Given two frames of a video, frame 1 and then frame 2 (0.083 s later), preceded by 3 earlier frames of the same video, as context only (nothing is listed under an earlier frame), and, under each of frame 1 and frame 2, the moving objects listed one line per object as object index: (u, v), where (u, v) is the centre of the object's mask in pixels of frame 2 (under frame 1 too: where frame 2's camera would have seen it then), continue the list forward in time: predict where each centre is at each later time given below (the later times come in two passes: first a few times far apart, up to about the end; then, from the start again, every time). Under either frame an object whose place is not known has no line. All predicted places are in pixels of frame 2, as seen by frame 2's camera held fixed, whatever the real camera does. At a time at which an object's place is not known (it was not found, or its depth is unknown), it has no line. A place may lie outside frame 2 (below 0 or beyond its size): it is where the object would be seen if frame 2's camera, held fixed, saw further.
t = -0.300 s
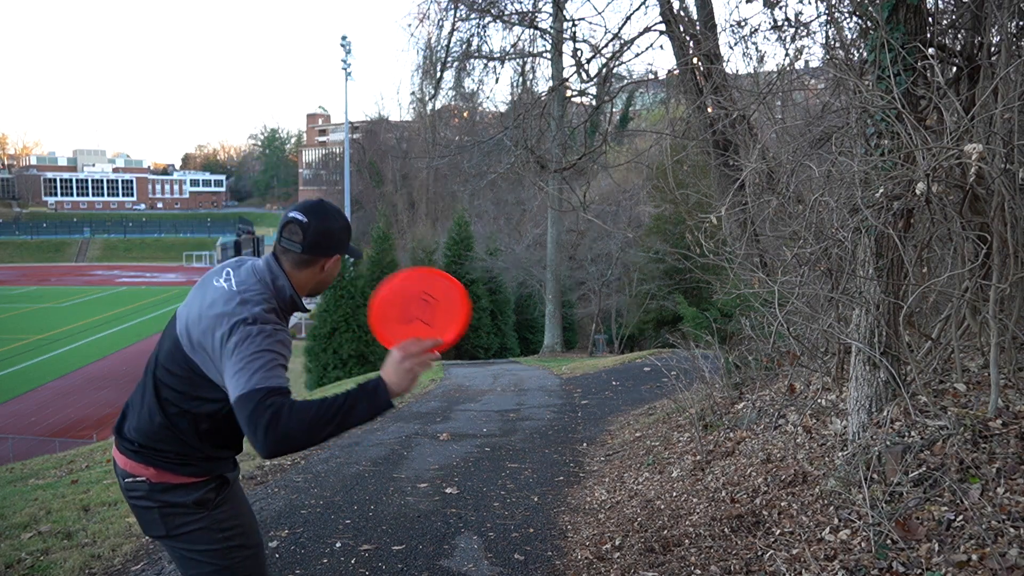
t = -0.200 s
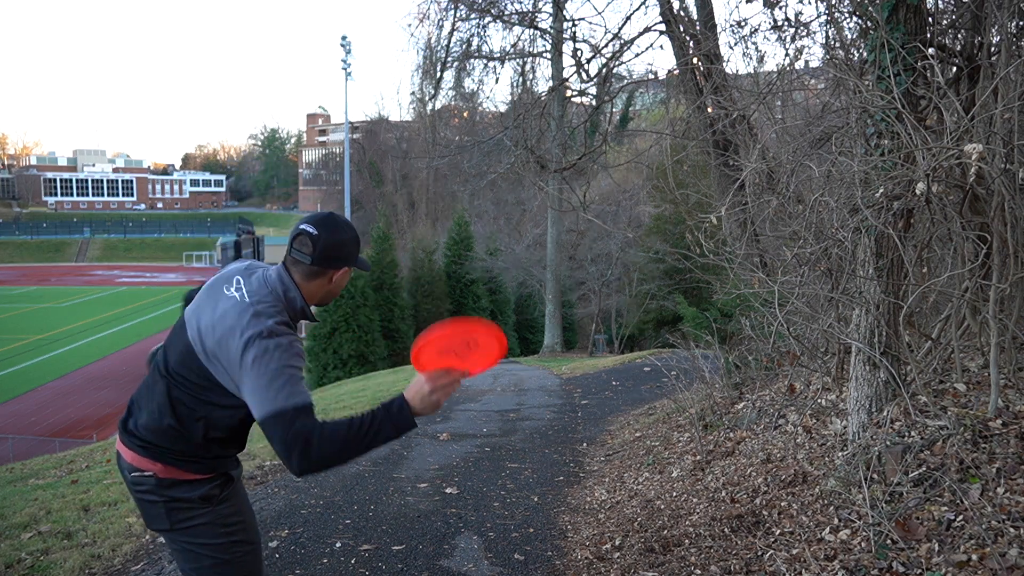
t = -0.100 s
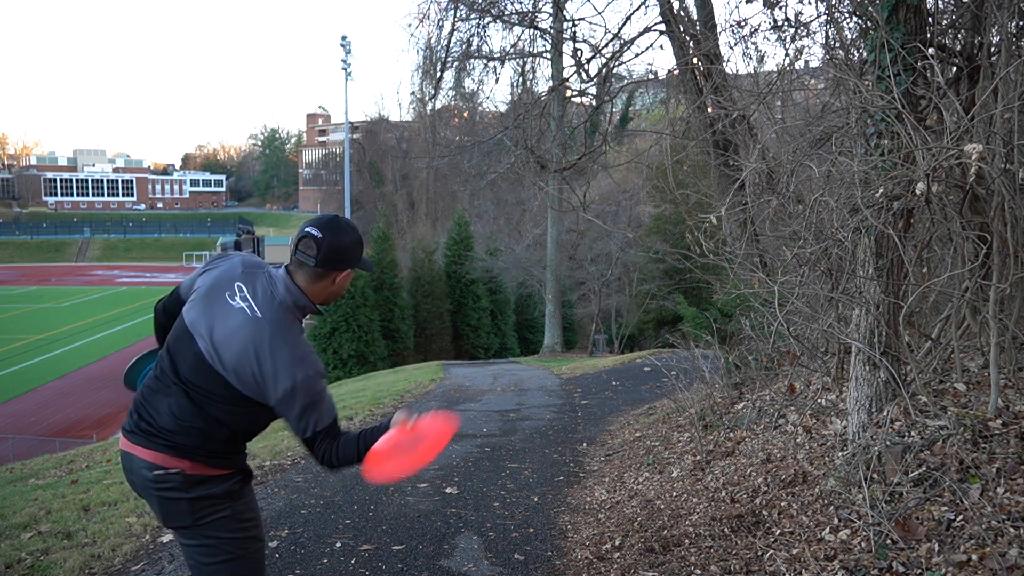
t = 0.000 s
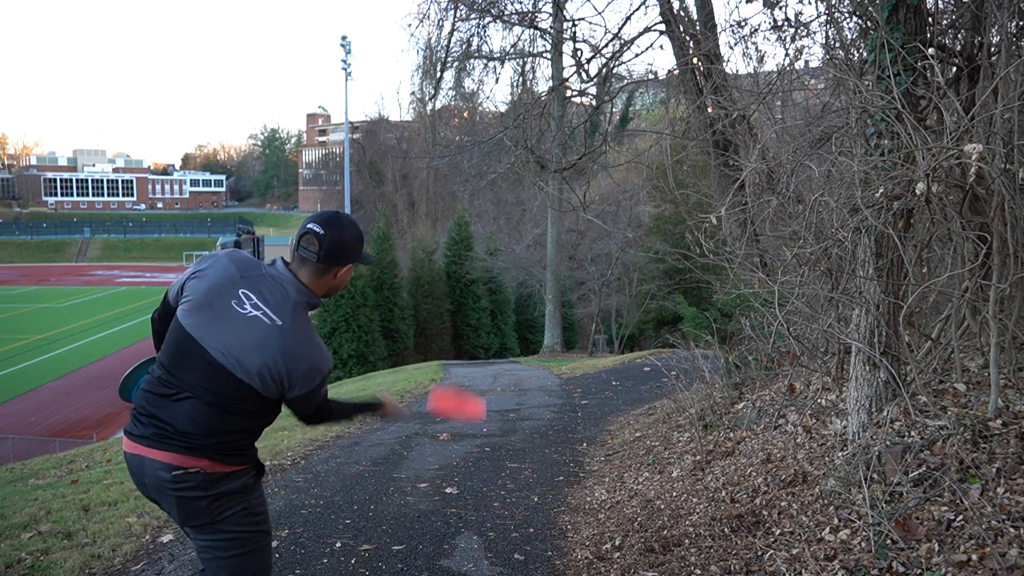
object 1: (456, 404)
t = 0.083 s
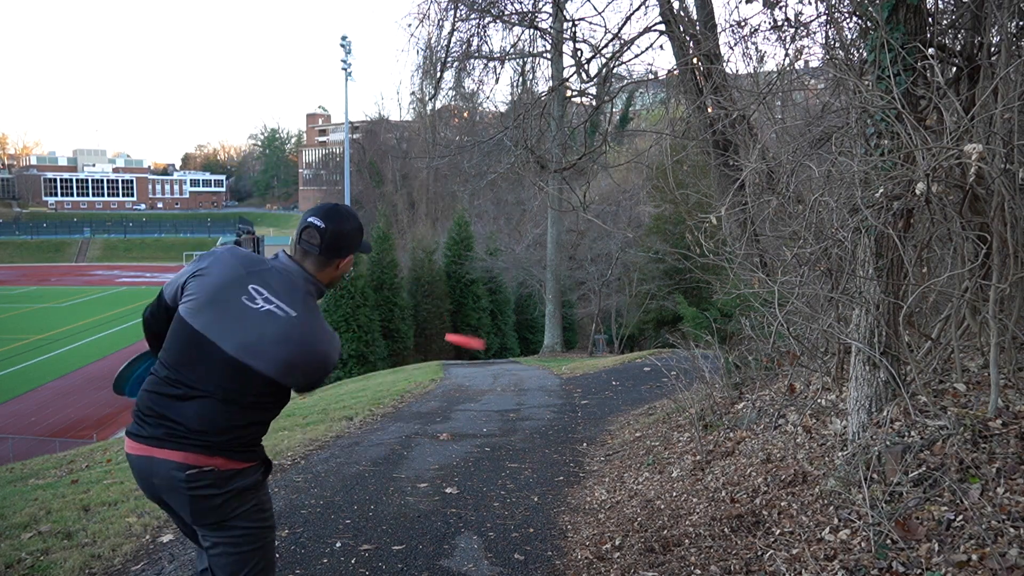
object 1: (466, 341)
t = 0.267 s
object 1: (475, 300)
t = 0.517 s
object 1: (487, 291)
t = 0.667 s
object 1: (494, 291)
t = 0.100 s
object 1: (466, 333)
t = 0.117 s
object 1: (467, 328)
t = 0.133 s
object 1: (469, 323)
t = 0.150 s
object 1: (470, 317)
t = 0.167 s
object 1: (470, 314)
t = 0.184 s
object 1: (471, 311)
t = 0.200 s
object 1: (473, 308)
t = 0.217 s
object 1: (472, 305)
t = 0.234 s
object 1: (473, 304)
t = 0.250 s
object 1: (475, 302)
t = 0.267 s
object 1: (475, 300)
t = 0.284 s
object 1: (475, 299)
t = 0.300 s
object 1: (476, 297)
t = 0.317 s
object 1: (477, 296)
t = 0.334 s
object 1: (477, 295)
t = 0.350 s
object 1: (479, 294)
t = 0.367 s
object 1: (480, 294)
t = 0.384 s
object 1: (480, 293)
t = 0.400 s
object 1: (481, 292)
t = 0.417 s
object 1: (482, 292)
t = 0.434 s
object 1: (483, 292)
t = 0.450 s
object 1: (483, 291)
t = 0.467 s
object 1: (484, 291)
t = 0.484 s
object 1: (485, 291)
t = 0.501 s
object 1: (485, 291)
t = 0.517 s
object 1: (487, 291)
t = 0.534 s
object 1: (487, 290)
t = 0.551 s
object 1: (488, 290)
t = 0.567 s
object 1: (489, 290)
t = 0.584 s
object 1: (490, 291)
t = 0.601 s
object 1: (491, 291)
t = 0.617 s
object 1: (491, 291)
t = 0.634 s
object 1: (492, 291)
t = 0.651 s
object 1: (493, 291)
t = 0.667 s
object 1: (494, 291)
